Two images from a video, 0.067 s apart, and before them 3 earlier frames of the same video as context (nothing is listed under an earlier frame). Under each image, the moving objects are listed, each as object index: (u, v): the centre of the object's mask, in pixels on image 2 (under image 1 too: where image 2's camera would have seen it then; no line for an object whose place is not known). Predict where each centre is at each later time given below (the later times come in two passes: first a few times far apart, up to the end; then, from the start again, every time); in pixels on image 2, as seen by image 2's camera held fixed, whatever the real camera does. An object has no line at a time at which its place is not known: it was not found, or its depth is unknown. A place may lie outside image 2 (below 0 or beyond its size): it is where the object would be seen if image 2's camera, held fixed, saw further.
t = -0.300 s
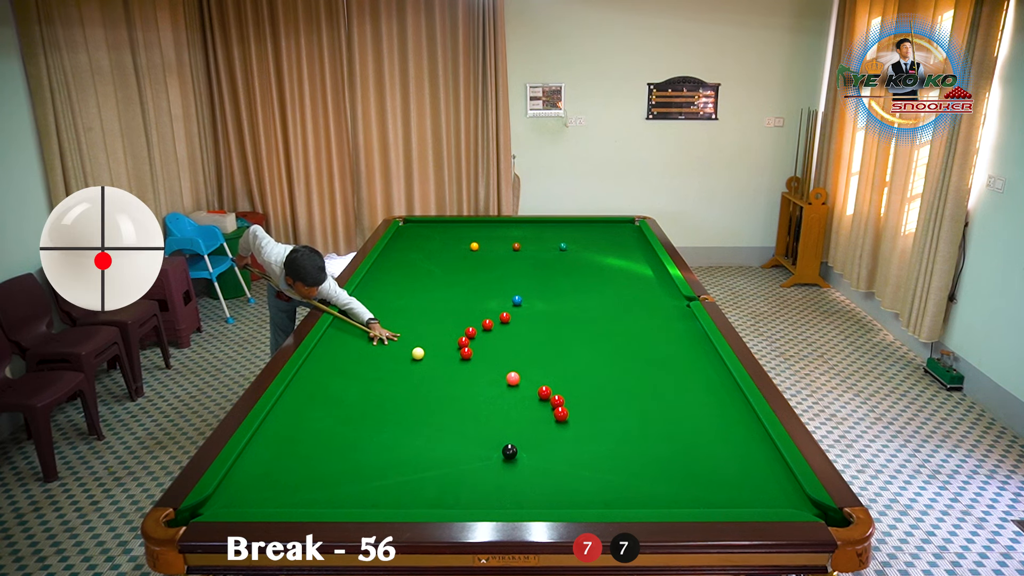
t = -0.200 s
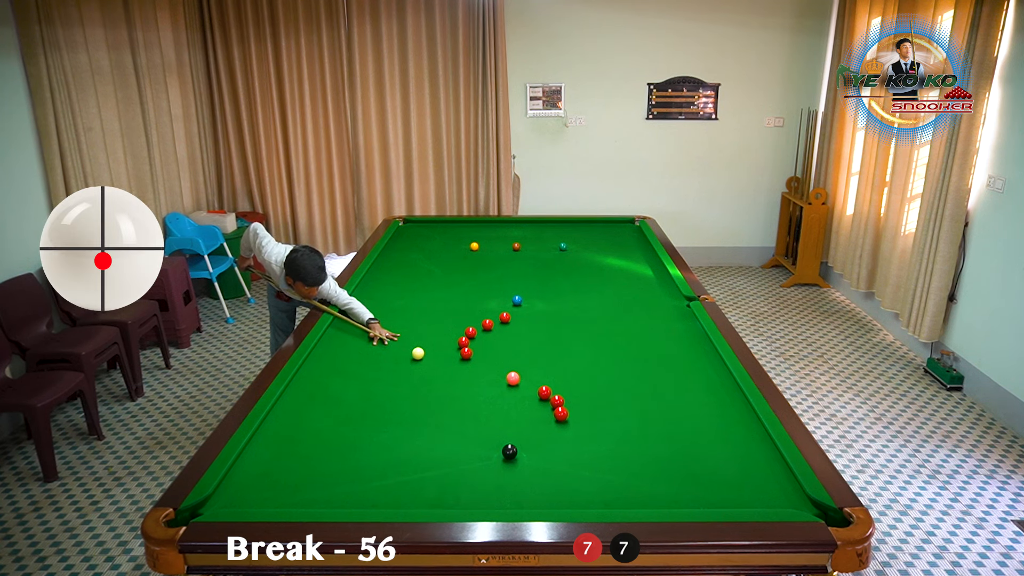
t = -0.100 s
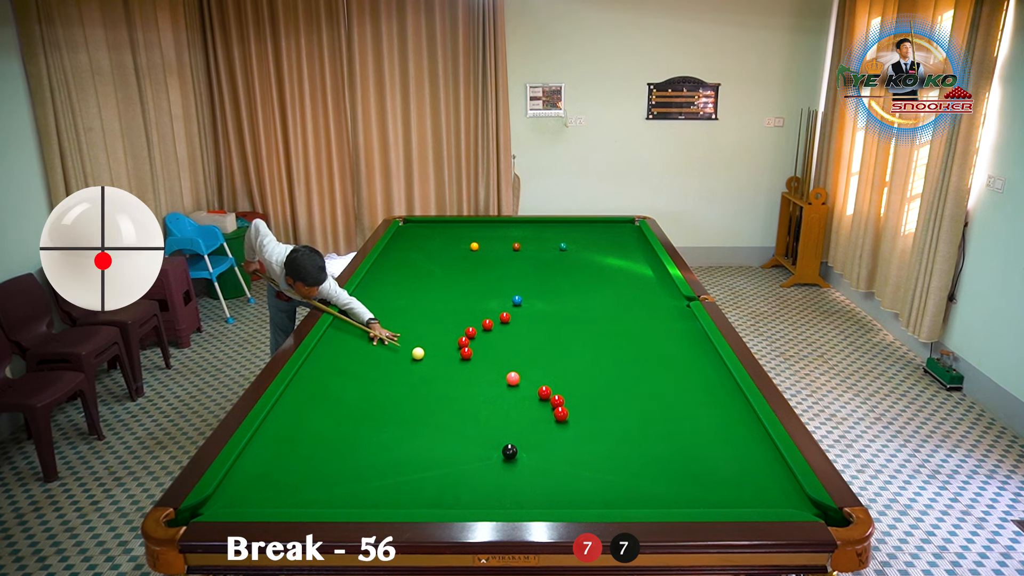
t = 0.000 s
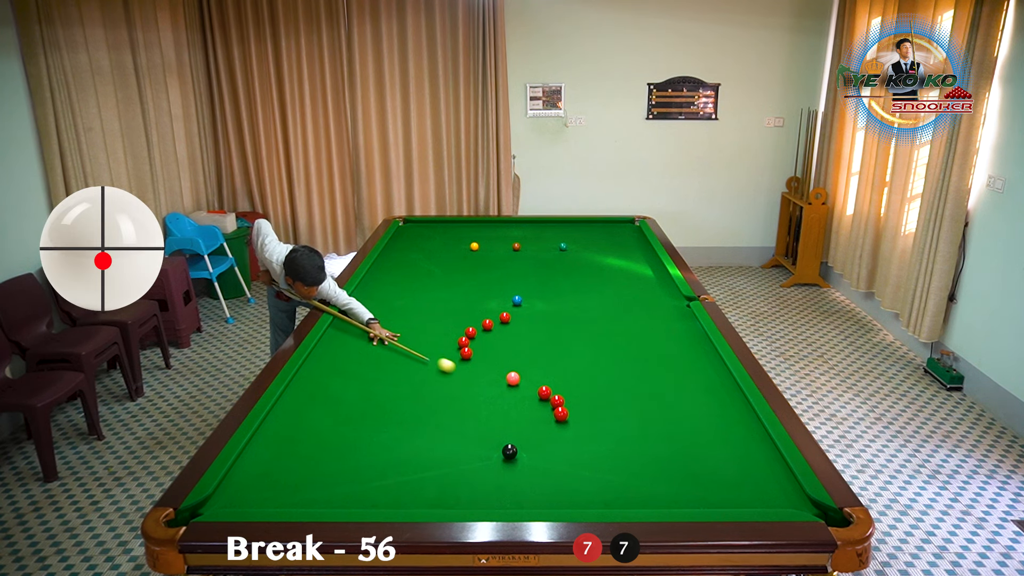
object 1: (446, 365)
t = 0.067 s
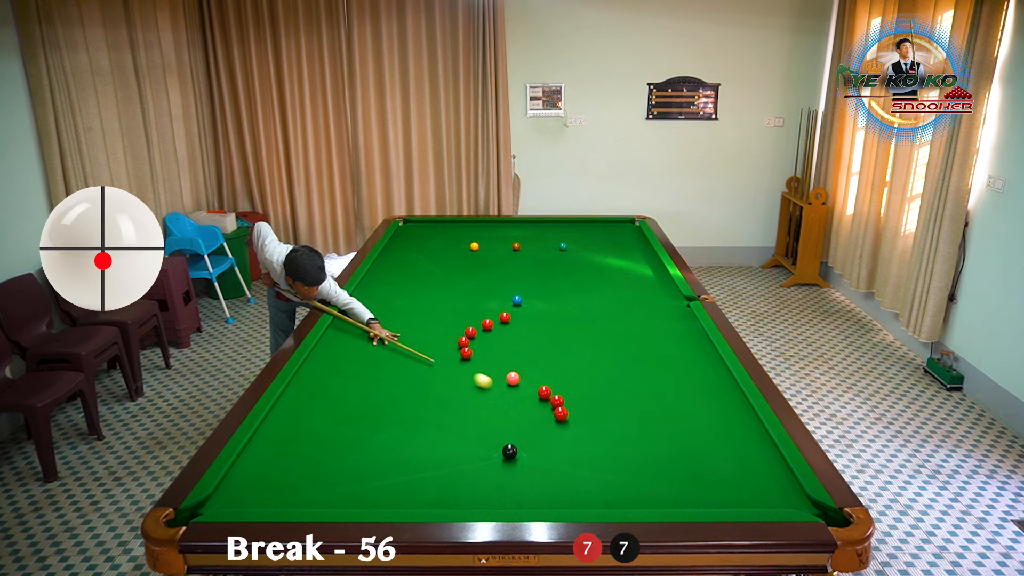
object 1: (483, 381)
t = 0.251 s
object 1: (549, 411)
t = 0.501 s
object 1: (551, 418)
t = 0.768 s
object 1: (554, 424)
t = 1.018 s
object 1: (556, 429)
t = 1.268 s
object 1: (558, 433)
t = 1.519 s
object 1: (559, 436)
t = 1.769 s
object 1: (560, 438)
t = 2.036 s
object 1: (560, 440)
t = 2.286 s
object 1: (560, 441)
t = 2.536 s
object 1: (560, 441)
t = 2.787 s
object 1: (560, 441)
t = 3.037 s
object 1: (560, 441)
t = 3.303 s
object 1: (560, 441)
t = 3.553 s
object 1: (560, 441)
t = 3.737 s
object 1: (560, 441)
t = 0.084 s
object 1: (492, 385)
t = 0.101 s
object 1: (501, 389)
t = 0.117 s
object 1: (511, 393)
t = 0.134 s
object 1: (520, 397)
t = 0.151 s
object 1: (530, 401)
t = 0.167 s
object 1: (540, 405)
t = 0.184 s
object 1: (547, 409)
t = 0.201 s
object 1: (549, 410)
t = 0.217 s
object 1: (549, 411)
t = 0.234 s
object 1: (549, 411)
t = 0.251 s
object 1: (549, 411)
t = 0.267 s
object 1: (549, 412)
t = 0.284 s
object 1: (549, 412)
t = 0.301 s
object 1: (550, 413)
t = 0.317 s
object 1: (550, 413)
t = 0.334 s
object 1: (550, 414)
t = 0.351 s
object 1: (550, 414)
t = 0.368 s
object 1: (550, 415)
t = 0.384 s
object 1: (550, 415)
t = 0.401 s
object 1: (550, 415)
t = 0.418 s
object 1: (551, 416)
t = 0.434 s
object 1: (551, 416)
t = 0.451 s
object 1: (551, 417)
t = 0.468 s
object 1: (551, 417)
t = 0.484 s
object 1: (551, 417)
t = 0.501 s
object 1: (551, 418)
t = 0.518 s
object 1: (551, 418)
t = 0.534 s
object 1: (552, 419)
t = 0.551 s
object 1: (552, 419)
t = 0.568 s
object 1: (552, 419)
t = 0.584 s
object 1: (552, 420)
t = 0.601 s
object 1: (552, 420)
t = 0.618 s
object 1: (552, 421)
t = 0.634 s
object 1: (553, 421)
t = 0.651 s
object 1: (553, 421)
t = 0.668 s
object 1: (553, 422)
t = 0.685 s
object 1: (553, 422)
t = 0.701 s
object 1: (553, 422)
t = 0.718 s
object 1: (553, 423)
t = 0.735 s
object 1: (553, 423)
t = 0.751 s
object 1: (554, 423)
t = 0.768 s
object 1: (554, 424)
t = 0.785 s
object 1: (554, 424)
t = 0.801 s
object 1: (554, 425)
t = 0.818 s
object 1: (554, 425)
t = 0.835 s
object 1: (554, 425)
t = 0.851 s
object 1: (555, 426)
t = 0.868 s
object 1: (555, 426)
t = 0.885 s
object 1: (555, 426)
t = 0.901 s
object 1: (555, 427)
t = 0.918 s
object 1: (555, 427)
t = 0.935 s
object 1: (555, 427)
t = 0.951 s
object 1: (555, 428)
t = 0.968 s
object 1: (555, 428)
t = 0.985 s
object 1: (556, 428)
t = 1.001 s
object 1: (556, 428)
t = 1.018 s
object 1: (556, 429)
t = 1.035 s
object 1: (556, 429)
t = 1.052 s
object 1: (556, 429)
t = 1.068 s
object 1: (556, 430)
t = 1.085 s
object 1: (556, 430)
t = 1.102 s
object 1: (556, 430)
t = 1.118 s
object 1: (557, 430)
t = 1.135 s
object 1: (557, 431)
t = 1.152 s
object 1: (557, 431)
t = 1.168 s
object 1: (557, 431)
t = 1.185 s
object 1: (557, 432)
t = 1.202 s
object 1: (557, 432)
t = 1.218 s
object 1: (557, 432)
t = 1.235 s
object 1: (557, 432)
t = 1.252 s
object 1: (558, 433)
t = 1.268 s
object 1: (558, 433)
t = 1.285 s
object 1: (558, 433)
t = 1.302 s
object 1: (558, 433)
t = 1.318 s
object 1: (558, 434)
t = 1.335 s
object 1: (558, 434)
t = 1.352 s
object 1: (558, 434)
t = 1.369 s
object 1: (558, 434)
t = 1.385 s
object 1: (558, 434)
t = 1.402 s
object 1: (559, 435)
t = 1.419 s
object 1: (559, 435)
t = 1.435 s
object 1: (559, 435)
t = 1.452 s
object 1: (559, 435)
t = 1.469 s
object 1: (559, 435)
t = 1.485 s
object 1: (559, 436)
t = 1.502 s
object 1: (559, 436)
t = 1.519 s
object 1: (559, 436)
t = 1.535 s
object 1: (559, 436)
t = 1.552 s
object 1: (559, 436)
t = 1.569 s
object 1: (559, 437)
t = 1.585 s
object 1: (560, 437)
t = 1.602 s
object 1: (560, 437)
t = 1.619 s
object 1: (560, 437)
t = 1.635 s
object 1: (560, 437)
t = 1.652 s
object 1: (560, 437)
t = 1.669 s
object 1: (560, 437)
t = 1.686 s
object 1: (560, 438)
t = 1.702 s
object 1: (560, 438)
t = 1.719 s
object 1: (560, 438)
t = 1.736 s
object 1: (560, 438)
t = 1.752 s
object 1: (560, 438)
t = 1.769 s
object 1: (560, 438)
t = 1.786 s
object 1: (560, 439)
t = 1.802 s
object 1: (560, 439)
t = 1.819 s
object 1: (560, 439)
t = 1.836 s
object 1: (560, 439)
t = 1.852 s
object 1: (560, 439)
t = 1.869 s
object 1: (560, 439)
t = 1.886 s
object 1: (560, 439)
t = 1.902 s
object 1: (560, 439)
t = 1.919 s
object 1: (560, 439)
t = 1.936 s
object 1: (560, 440)
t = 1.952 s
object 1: (560, 440)
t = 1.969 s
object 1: (560, 440)
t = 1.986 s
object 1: (560, 440)
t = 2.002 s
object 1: (560, 440)
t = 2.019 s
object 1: (560, 440)
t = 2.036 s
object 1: (560, 440)
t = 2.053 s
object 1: (560, 440)
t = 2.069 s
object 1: (560, 440)
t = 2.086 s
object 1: (560, 440)
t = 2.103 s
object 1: (560, 440)
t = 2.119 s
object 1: (560, 440)
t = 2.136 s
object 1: (560, 440)
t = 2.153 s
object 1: (560, 440)
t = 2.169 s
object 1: (560, 441)
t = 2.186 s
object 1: (560, 441)
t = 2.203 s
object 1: (560, 441)
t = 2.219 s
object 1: (560, 441)
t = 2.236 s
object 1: (560, 441)
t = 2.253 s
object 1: (560, 441)
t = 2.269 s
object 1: (560, 441)
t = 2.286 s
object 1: (560, 441)
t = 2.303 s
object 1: (560, 441)
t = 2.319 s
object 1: (560, 441)
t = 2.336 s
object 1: (560, 441)
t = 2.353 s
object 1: (560, 441)
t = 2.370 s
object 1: (560, 441)
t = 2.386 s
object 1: (560, 441)
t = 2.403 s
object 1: (560, 441)
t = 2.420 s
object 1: (560, 441)
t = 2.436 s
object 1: (560, 441)
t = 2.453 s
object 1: (560, 441)
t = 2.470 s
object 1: (560, 441)
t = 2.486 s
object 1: (560, 441)
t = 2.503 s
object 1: (560, 441)
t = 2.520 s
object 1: (560, 441)
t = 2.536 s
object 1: (560, 441)
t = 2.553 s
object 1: (560, 441)
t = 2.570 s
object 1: (560, 441)
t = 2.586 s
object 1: (560, 441)
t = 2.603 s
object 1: (560, 441)
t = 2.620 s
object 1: (560, 441)
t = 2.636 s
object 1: (560, 441)
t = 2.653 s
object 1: (560, 441)
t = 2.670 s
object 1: (560, 441)
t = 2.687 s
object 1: (560, 441)
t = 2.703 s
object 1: (560, 441)
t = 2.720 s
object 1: (560, 441)
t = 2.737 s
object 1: (560, 441)
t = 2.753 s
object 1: (560, 441)
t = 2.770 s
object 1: (560, 441)
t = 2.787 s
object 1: (560, 441)
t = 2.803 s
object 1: (560, 441)
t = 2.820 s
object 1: (560, 441)
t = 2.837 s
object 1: (560, 441)
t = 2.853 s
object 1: (560, 441)
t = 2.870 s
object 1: (560, 441)
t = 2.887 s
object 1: (560, 441)
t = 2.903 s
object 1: (560, 441)
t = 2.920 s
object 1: (560, 441)
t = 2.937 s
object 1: (560, 441)
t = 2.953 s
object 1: (560, 441)
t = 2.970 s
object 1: (560, 441)
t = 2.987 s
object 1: (560, 441)
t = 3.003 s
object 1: (560, 441)
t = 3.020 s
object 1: (560, 441)
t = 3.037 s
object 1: (560, 441)
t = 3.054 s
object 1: (560, 441)
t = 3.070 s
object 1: (560, 441)
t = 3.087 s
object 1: (560, 441)
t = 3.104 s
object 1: (560, 441)
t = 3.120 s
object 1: (560, 441)
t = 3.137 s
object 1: (560, 441)
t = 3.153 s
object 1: (560, 441)
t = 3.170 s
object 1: (560, 441)
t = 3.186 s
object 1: (560, 441)
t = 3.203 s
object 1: (560, 441)
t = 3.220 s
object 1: (560, 441)
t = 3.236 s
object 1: (560, 441)
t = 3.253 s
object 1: (560, 441)
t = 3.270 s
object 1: (560, 441)
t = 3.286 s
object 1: (560, 441)
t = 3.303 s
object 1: (560, 441)
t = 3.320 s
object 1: (560, 441)
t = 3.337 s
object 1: (560, 441)
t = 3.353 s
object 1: (560, 441)
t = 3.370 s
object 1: (560, 441)
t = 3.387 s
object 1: (560, 441)
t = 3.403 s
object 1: (560, 441)
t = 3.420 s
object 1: (560, 441)
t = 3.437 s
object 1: (560, 441)
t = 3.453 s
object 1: (560, 441)
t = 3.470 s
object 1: (560, 441)
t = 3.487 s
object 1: (560, 441)
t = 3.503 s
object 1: (560, 441)
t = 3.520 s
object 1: (560, 441)
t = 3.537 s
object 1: (560, 441)
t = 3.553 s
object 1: (560, 441)
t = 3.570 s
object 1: (560, 441)
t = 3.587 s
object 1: (560, 441)
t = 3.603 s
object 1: (560, 441)
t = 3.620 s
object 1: (560, 441)
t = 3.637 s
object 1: (560, 441)
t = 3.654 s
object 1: (560, 441)
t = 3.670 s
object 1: (560, 441)
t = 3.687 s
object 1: (560, 441)
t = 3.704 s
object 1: (560, 441)
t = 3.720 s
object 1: (560, 441)
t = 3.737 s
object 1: (560, 441)
